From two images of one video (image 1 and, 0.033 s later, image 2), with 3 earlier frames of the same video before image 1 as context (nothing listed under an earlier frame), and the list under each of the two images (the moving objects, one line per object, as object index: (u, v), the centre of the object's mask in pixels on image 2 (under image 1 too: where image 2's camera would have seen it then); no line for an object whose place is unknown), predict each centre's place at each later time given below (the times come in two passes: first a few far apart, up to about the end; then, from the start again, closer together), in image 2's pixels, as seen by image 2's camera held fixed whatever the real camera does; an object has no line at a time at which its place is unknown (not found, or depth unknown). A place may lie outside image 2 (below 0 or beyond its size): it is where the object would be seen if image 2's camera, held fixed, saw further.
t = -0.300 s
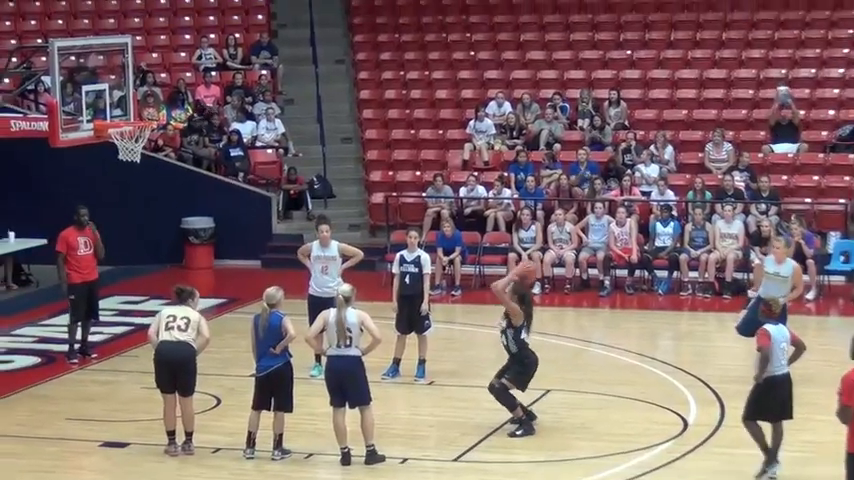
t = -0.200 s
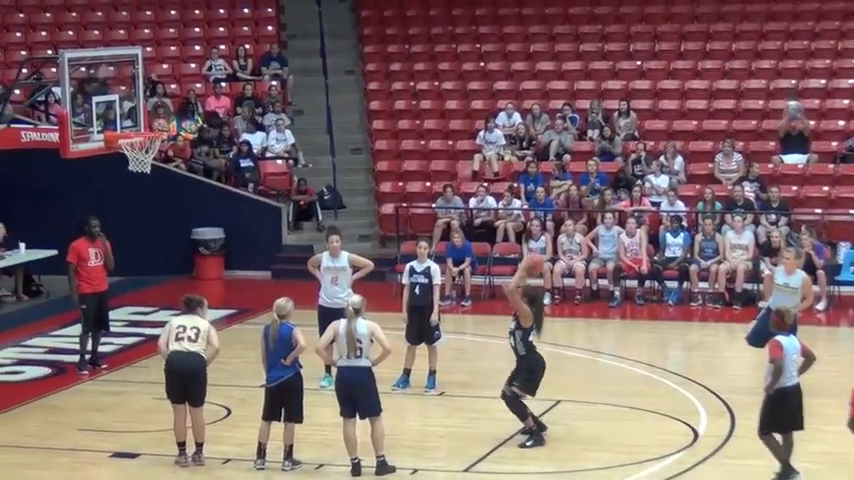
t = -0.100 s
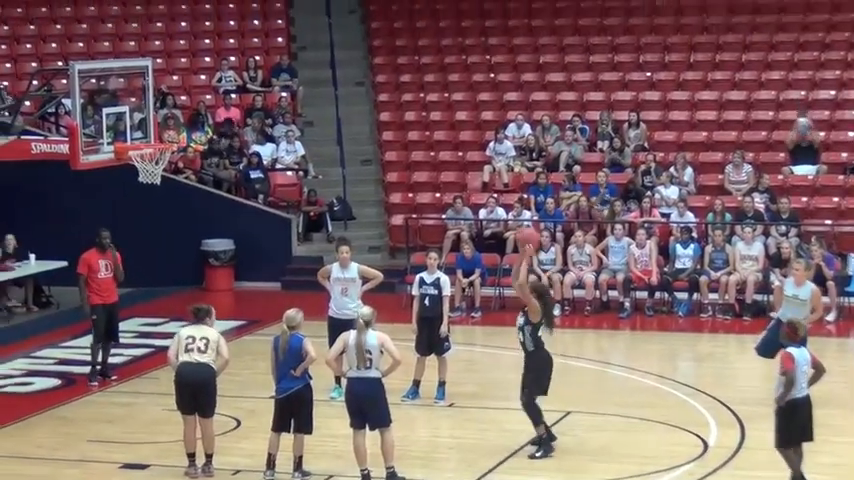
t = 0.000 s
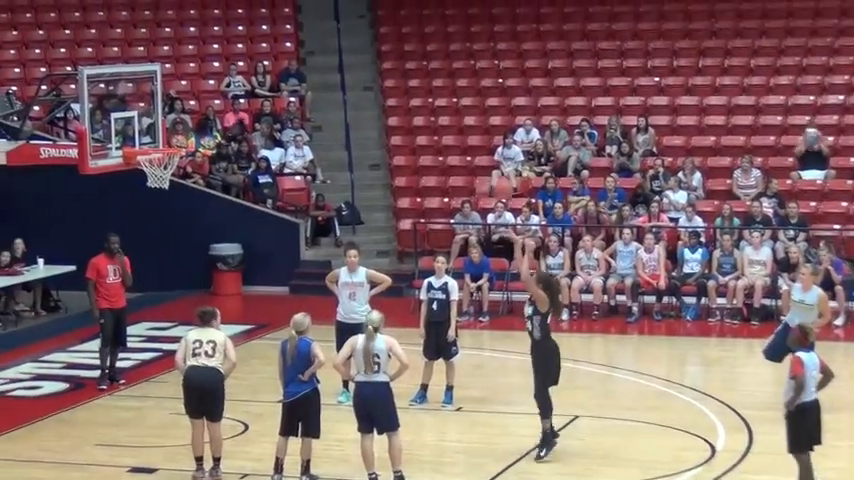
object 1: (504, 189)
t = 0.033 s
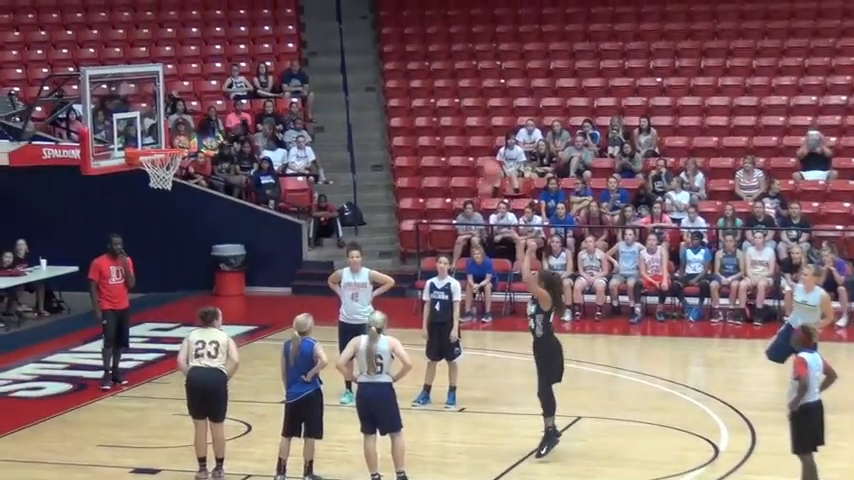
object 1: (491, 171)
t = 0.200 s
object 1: (432, 107)
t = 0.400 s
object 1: (363, 63)
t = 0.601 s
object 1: (296, 56)
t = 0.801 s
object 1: (233, 86)
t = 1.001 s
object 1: (169, 140)
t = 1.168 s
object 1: (161, 146)
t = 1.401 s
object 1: (150, 182)
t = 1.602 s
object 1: (147, 198)
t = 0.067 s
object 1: (480, 157)
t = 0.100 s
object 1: (468, 144)
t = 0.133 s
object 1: (456, 130)
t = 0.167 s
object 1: (444, 118)
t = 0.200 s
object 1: (432, 107)
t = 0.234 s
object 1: (420, 96)
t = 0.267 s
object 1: (409, 88)
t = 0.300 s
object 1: (397, 80)
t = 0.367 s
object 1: (374, 67)
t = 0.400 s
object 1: (363, 63)
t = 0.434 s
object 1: (352, 59)
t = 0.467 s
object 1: (341, 56)
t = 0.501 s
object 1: (330, 55)
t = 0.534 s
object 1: (317, 54)
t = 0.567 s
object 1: (307, 55)
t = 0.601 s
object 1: (296, 56)
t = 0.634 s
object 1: (285, 59)
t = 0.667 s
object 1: (275, 62)
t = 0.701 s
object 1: (265, 66)
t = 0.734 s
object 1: (254, 71)
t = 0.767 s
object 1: (244, 78)
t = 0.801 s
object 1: (233, 86)
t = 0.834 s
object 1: (222, 94)
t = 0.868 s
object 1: (210, 105)
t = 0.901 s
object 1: (200, 115)
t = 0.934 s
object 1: (189, 125)
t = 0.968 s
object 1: (179, 137)
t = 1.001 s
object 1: (169, 140)
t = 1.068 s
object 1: (154, 144)
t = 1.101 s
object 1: (151, 145)
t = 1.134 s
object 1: (156, 145)
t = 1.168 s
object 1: (161, 146)
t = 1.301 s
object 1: (157, 160)
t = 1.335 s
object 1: (156, 163)
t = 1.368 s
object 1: (153, 170)
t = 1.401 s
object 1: (150, 182)
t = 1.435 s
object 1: (149, 180)
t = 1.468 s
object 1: (148, 181)
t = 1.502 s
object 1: (148, 183)
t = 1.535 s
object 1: (147, 187)
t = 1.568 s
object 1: (148, 192)
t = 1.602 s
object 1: (147, 198)
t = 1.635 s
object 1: (148, 205)
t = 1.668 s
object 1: (149, 214)
